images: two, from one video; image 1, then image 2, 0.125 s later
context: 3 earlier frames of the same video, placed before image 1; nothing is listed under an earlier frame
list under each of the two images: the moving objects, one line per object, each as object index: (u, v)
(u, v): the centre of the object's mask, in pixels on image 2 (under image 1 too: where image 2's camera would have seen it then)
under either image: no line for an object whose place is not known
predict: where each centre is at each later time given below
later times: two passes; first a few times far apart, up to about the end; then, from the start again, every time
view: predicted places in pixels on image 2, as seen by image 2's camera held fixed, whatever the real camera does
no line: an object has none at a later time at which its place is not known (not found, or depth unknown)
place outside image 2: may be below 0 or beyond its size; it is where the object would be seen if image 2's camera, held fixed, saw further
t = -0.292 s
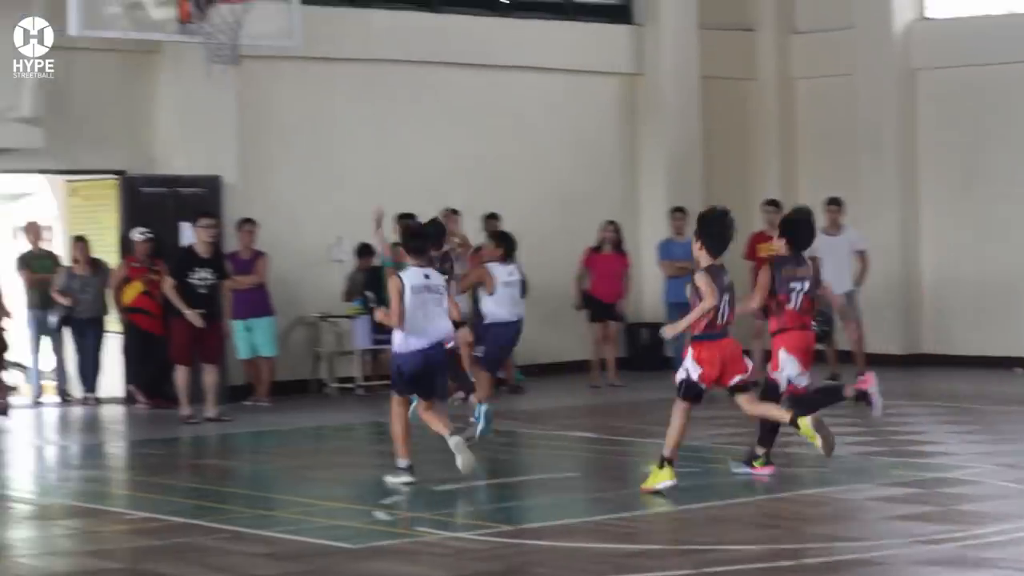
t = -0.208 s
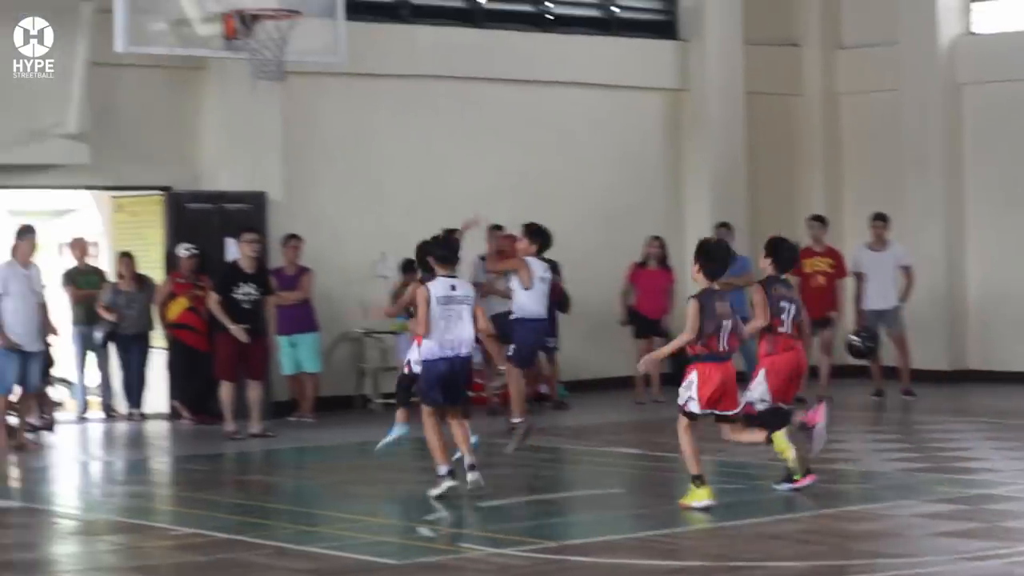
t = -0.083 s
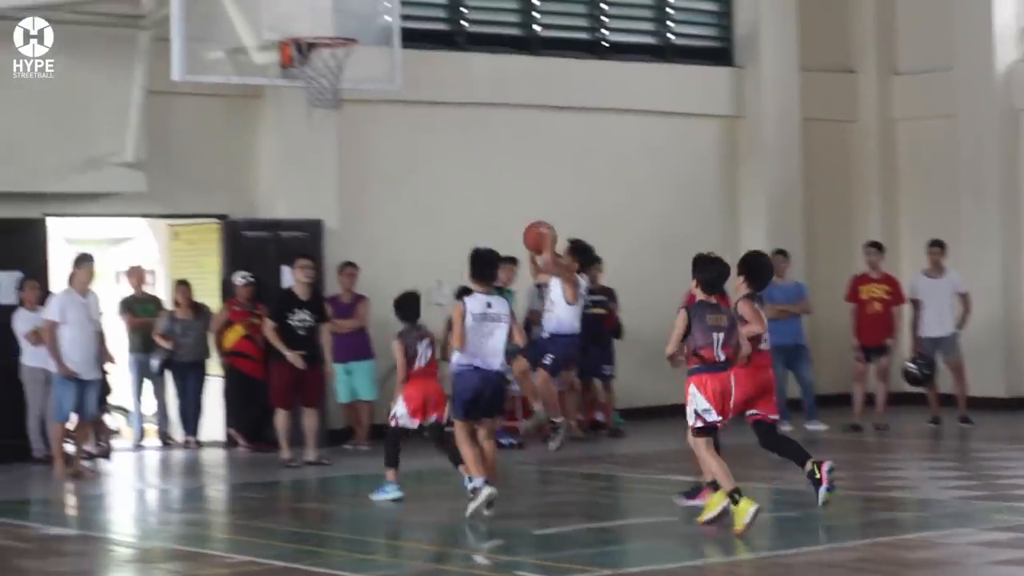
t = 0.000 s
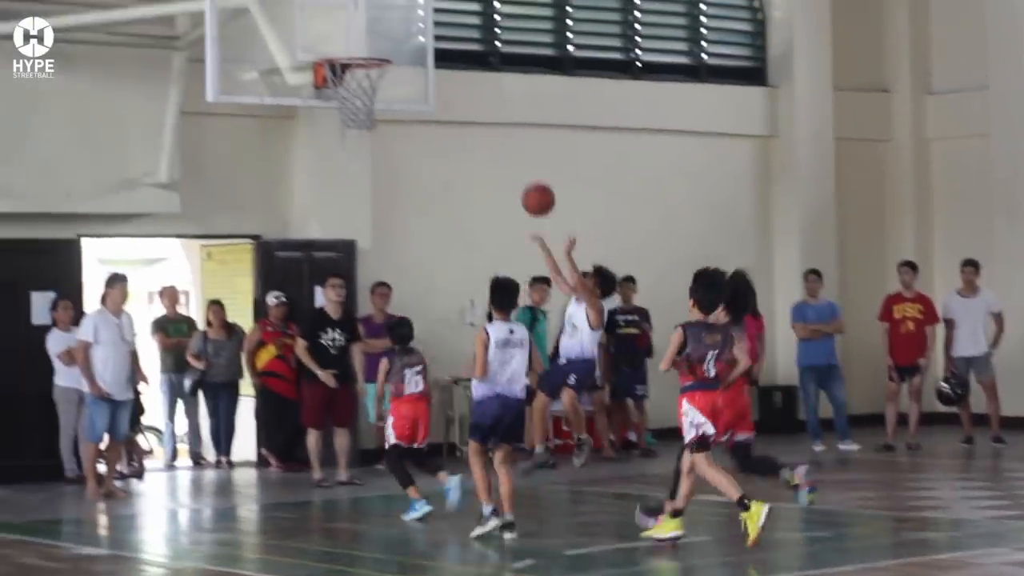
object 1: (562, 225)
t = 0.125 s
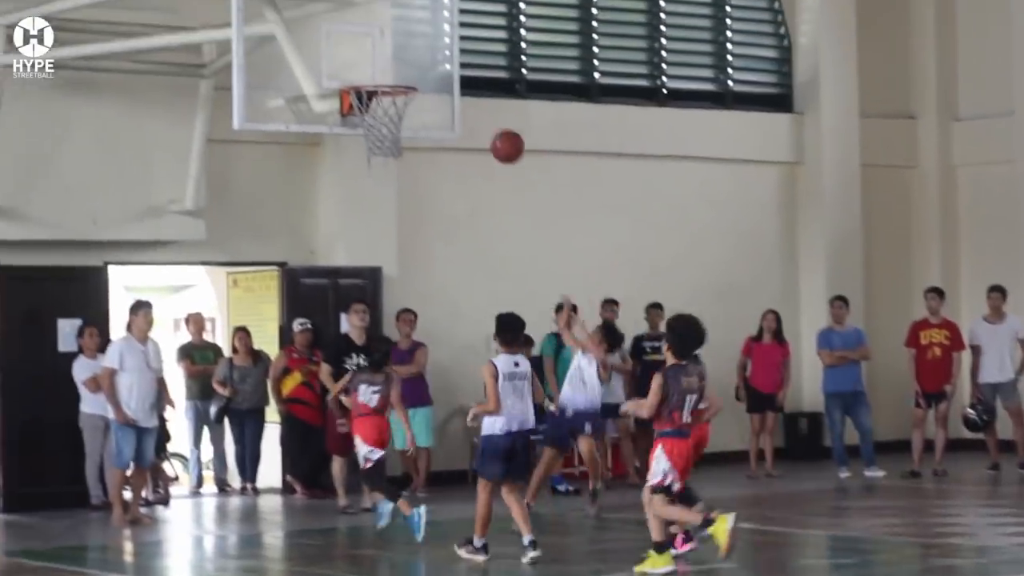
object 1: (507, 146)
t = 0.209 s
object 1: (470, 106)
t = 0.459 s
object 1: (398, 47)
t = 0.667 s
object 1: (391, 76)
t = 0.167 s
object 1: (488, 124)
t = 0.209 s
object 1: (470, 106)
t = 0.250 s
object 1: (452, 88)
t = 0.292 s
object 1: (433, 74)
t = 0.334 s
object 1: (414, 62)
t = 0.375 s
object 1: (400, 53)
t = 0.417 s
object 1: (399, 49)
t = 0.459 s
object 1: (398, 47)
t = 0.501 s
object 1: (396, 48)
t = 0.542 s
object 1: (395, 51)
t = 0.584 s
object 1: (394, 57)
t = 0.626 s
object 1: (393, 66)
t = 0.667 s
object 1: (391, 76)
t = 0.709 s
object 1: (388, 80)
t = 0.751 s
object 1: (384, 83)
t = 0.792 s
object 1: (379, 93)
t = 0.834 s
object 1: (382, 98)
